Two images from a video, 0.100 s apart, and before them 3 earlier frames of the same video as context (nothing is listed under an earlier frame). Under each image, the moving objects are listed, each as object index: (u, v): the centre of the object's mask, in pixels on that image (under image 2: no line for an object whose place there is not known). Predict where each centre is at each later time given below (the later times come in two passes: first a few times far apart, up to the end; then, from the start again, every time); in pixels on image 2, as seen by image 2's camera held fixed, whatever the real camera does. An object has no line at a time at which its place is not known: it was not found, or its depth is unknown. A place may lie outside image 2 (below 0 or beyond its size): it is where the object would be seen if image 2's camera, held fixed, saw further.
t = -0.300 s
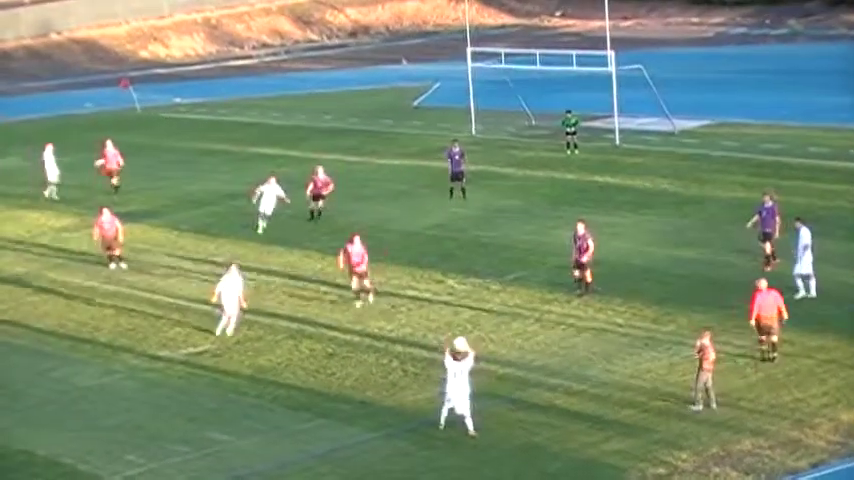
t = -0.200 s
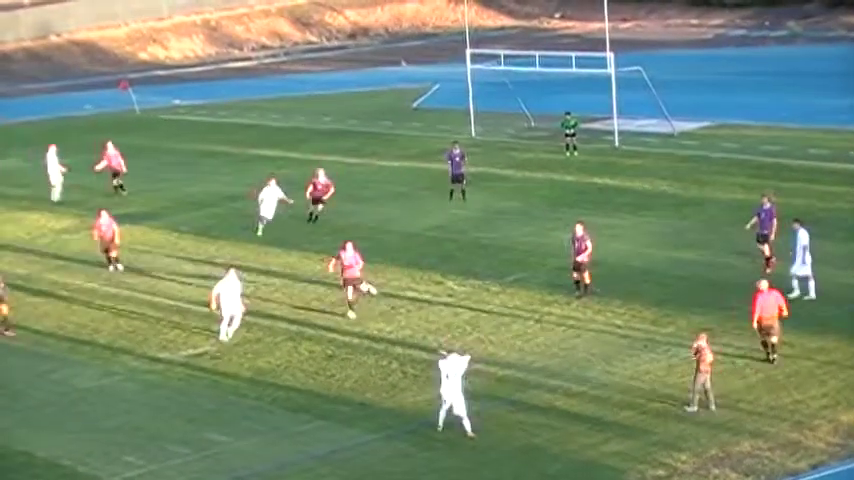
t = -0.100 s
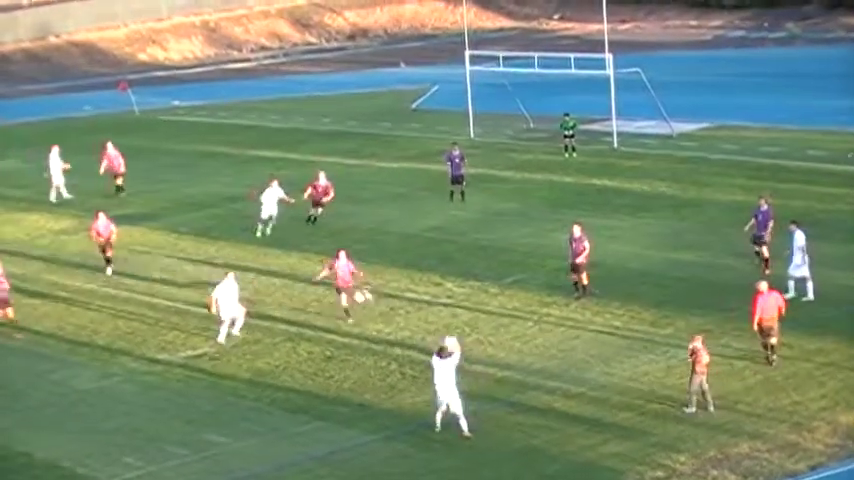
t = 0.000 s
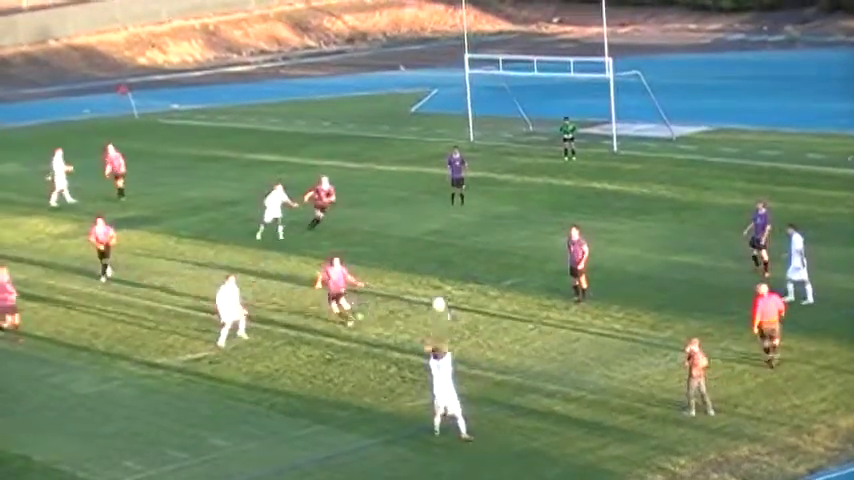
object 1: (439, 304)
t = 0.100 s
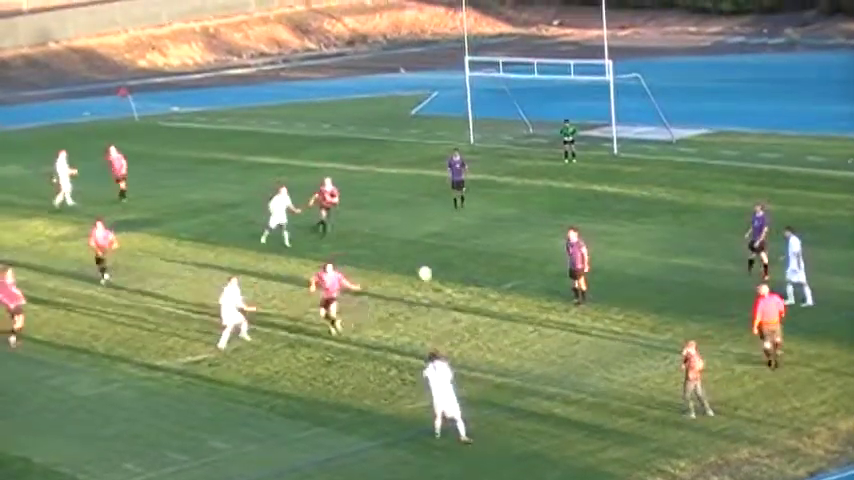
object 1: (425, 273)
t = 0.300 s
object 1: (399, 226)
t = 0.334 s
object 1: (395, 221)
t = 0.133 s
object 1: (420, 263)
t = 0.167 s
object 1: (416, 254)
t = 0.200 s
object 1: (411, 246)
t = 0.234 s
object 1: (407, 238)
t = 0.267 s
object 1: (403, 232)
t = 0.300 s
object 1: (399, 226)
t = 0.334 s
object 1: (395, 221)
